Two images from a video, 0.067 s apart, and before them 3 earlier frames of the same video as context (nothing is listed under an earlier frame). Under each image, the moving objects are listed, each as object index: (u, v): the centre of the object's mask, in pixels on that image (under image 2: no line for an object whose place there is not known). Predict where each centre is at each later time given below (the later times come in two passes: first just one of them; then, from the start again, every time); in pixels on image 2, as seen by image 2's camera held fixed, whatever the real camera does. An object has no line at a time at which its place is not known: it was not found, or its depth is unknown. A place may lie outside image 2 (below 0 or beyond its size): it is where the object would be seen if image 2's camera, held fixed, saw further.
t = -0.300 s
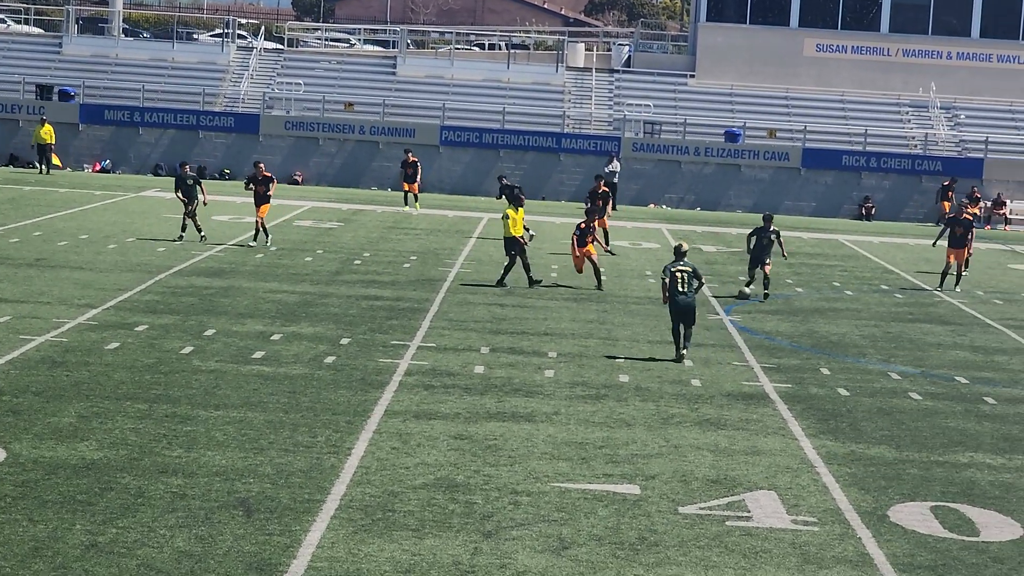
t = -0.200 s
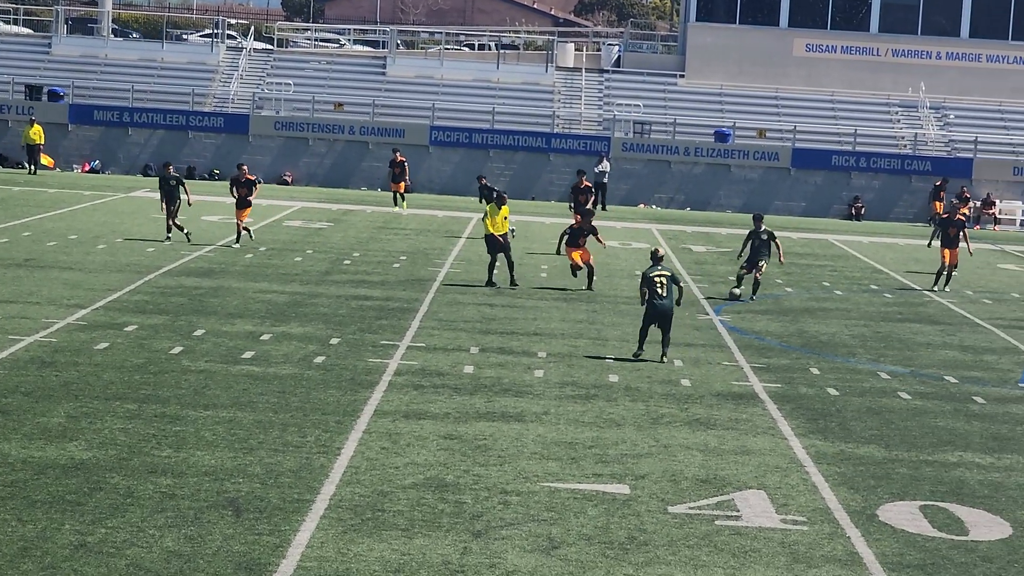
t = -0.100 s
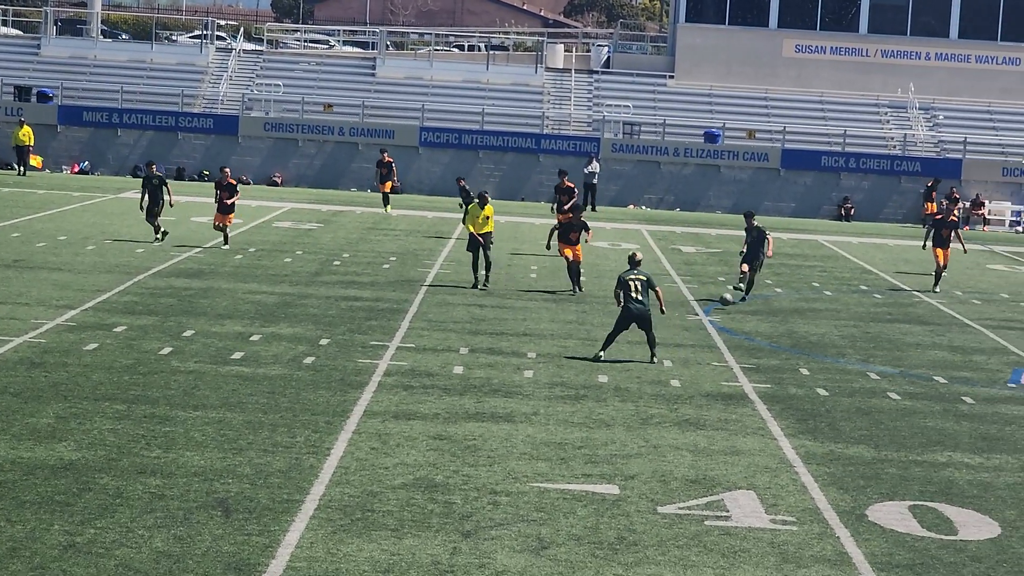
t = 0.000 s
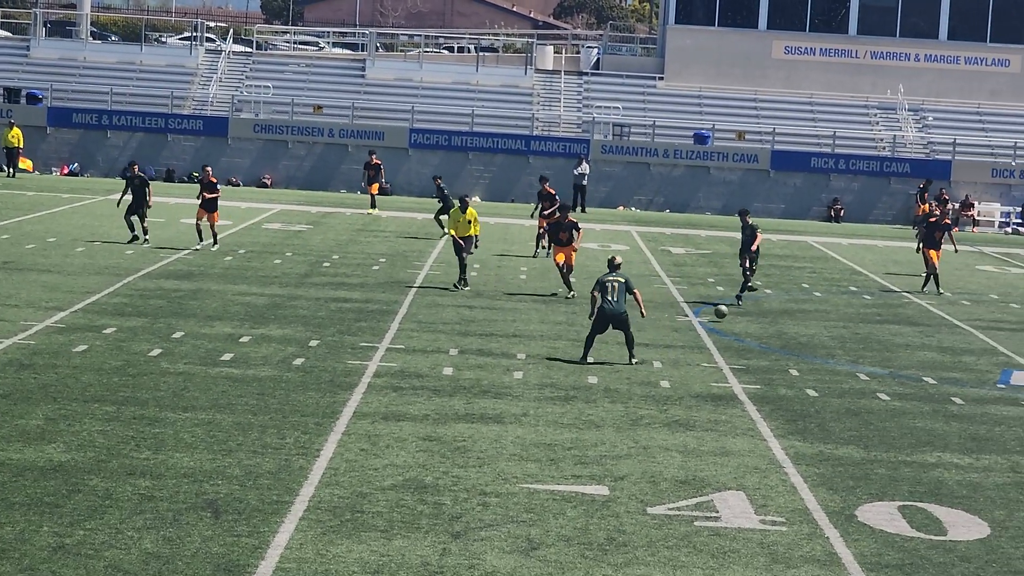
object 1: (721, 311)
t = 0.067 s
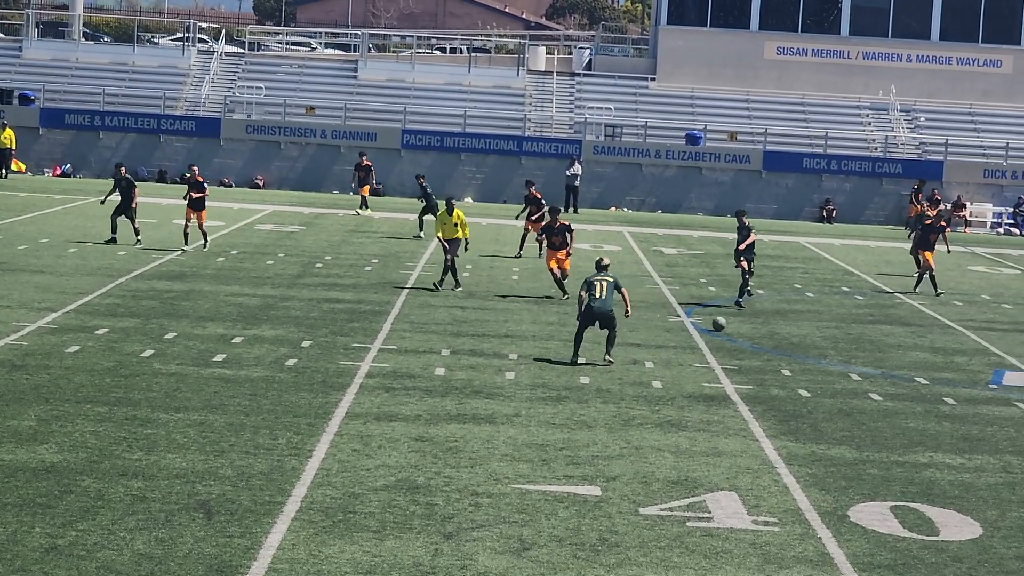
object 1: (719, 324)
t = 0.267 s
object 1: (740, 342)
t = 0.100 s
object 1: (721, 327)
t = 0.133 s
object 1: (724, 328)
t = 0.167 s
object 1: (728, 330)
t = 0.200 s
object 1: (732, 333)
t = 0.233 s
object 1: (736, 337)
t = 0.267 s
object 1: (740, 342)
